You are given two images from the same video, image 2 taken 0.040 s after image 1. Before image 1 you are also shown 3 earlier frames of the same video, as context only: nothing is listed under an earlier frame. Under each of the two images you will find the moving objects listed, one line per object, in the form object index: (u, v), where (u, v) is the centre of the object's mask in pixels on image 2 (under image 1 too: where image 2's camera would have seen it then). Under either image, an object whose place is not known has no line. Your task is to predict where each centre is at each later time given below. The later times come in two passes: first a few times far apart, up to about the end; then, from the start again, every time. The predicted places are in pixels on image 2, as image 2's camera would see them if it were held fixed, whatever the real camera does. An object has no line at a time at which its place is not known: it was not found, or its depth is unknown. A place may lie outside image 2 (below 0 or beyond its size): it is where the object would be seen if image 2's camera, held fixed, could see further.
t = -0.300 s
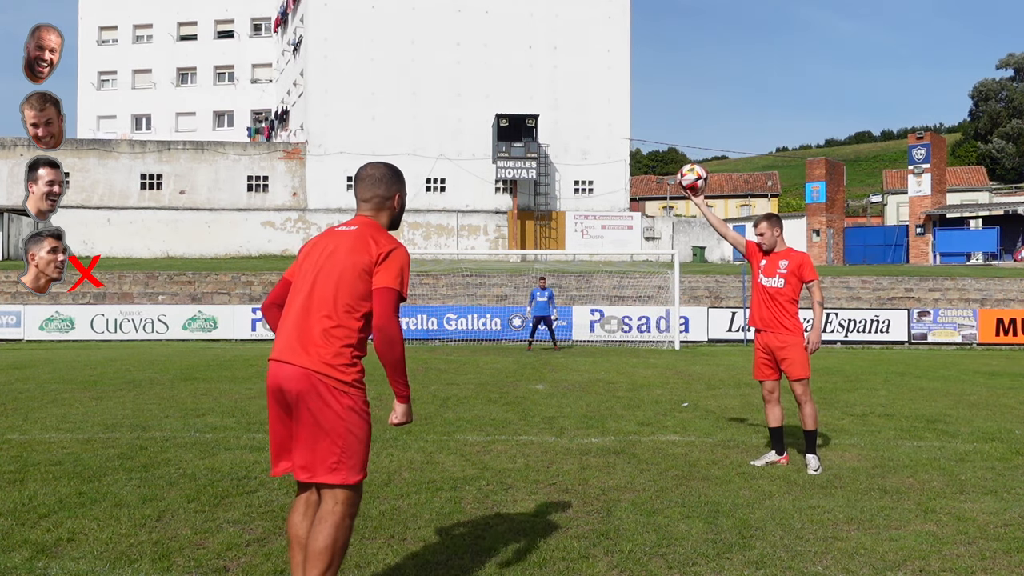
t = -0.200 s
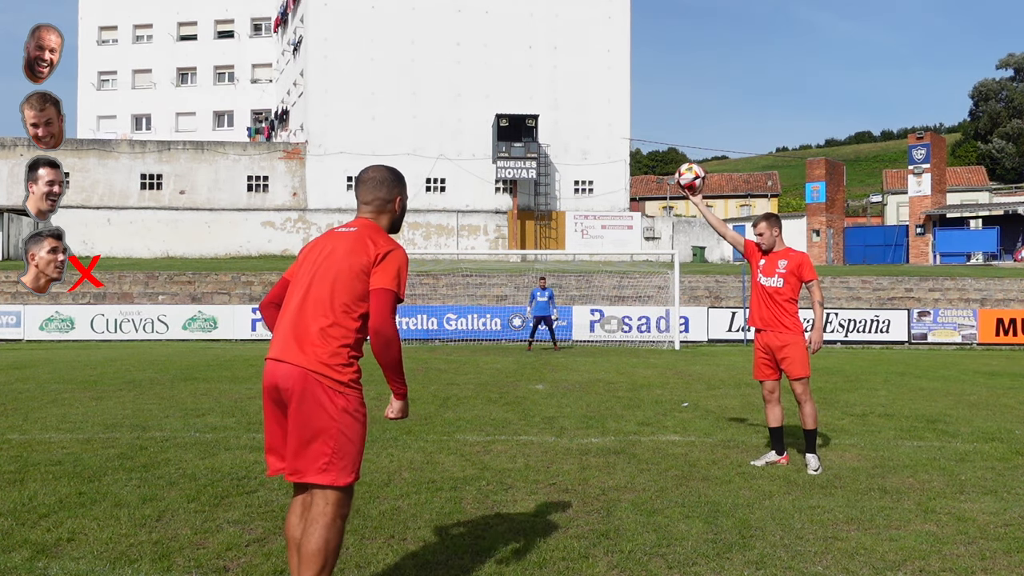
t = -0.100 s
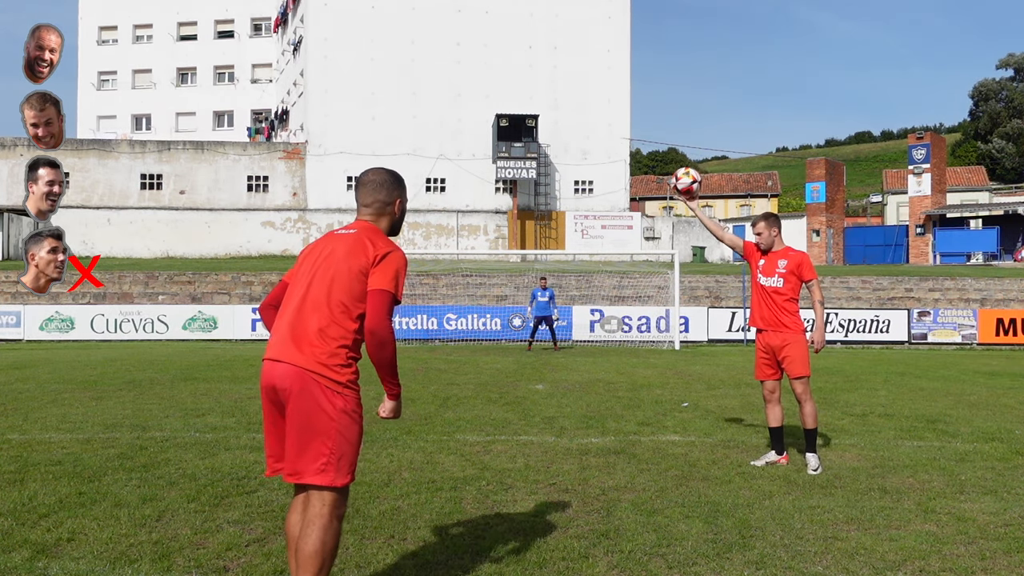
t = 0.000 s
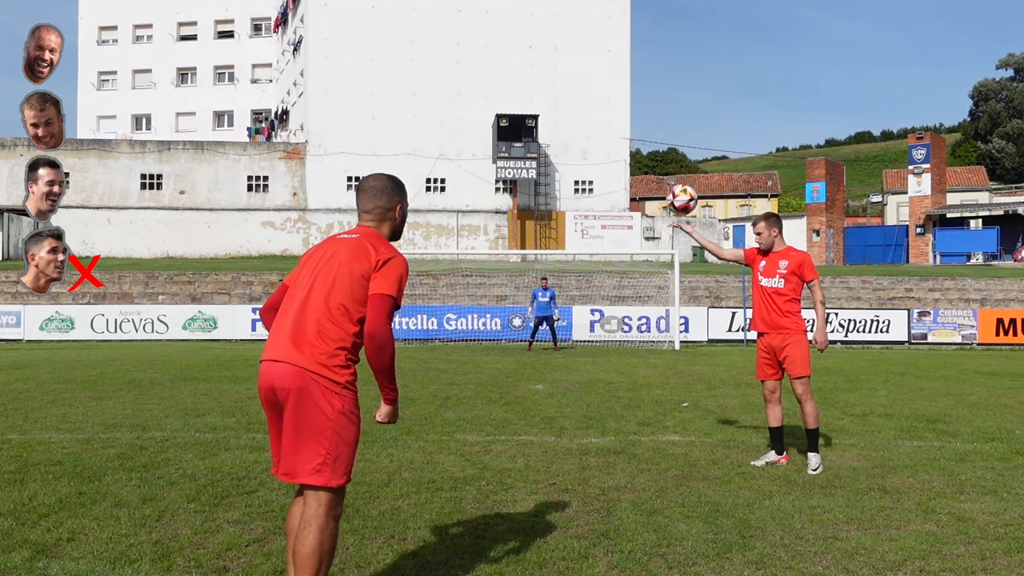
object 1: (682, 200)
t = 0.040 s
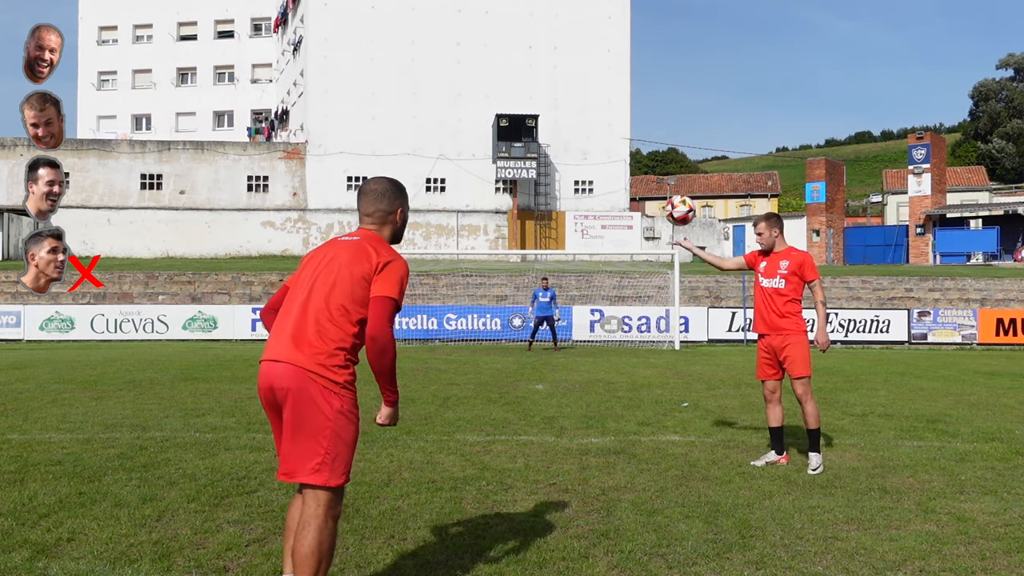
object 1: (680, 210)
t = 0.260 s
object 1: (669, 309)
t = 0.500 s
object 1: (658, 423)
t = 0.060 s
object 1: (679, 216)
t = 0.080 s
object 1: (678, 223)
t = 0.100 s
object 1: (677, 230)
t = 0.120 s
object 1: (676, 238)
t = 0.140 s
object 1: (675, 247)
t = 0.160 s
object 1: (674, 256)
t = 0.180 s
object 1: (673, 265)
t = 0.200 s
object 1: (672, 275)
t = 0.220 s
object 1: (671, 286)
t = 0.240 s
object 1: (670, 297)
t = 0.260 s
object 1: (669, 309)
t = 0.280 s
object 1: (668, 322)
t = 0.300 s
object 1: (666, 334)
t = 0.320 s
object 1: (666, 348)
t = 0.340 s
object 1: (665, 362)
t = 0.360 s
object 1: (663, 376)
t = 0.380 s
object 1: (662, 391)
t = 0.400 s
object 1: (661, 407)
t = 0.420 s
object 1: (660, 423)
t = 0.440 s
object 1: (659, 440)
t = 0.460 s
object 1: (658, 446)
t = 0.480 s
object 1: (658, 434)
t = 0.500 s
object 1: (658, 423)
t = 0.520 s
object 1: (657, 412)
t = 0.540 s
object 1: (657, 402)
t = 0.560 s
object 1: (656, 392)
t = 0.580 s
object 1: (656, 383)
